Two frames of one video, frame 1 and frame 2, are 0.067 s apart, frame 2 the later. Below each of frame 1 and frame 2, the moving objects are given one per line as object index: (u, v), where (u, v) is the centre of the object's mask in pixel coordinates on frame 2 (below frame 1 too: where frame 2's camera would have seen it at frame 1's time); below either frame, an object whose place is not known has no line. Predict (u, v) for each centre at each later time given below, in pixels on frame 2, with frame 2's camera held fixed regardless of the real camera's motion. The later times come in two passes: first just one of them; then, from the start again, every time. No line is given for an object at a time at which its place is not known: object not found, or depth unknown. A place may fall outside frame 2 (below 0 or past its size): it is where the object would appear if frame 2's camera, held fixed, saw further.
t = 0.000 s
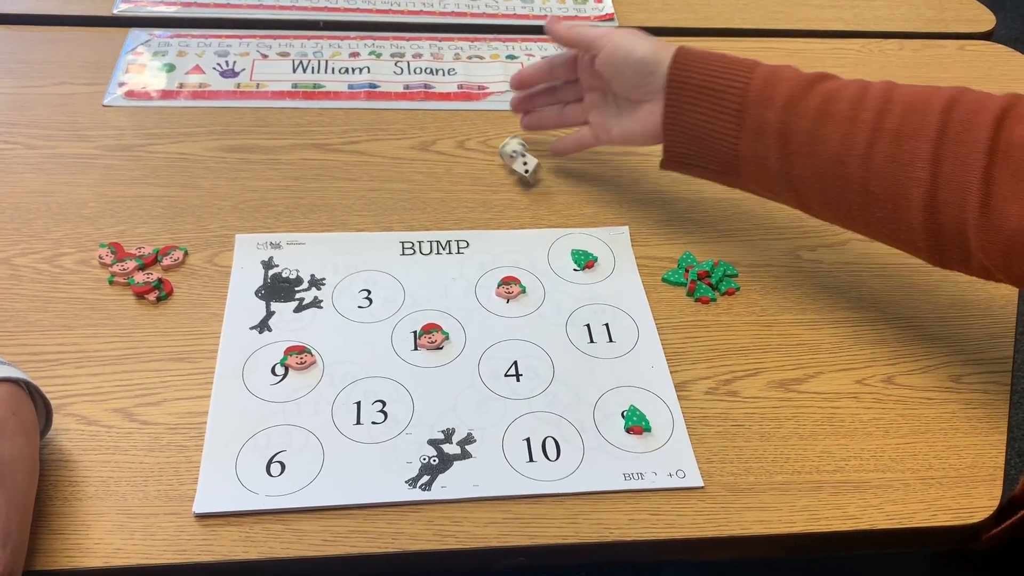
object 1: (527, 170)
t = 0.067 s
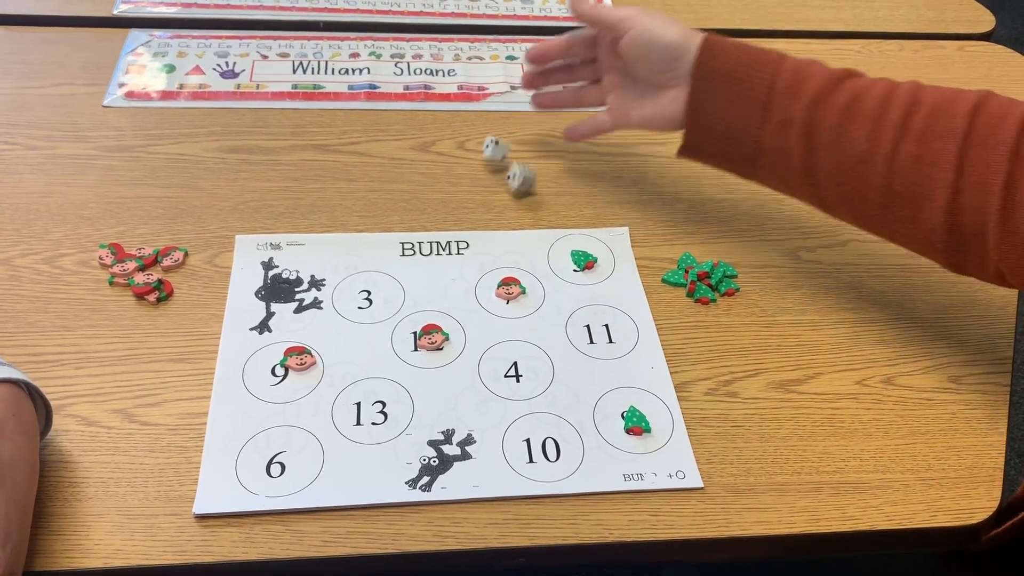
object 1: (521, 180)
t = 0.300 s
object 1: (506, 196)
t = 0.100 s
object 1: (520, 187)
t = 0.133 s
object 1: (518, 189)
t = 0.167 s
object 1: (516, 191)
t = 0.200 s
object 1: (514, 190)
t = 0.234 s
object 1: (512, 194)
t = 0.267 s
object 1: (509, 195)
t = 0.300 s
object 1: (506, 196)
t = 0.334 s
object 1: (502, 197)
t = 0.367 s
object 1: (499, 197)
